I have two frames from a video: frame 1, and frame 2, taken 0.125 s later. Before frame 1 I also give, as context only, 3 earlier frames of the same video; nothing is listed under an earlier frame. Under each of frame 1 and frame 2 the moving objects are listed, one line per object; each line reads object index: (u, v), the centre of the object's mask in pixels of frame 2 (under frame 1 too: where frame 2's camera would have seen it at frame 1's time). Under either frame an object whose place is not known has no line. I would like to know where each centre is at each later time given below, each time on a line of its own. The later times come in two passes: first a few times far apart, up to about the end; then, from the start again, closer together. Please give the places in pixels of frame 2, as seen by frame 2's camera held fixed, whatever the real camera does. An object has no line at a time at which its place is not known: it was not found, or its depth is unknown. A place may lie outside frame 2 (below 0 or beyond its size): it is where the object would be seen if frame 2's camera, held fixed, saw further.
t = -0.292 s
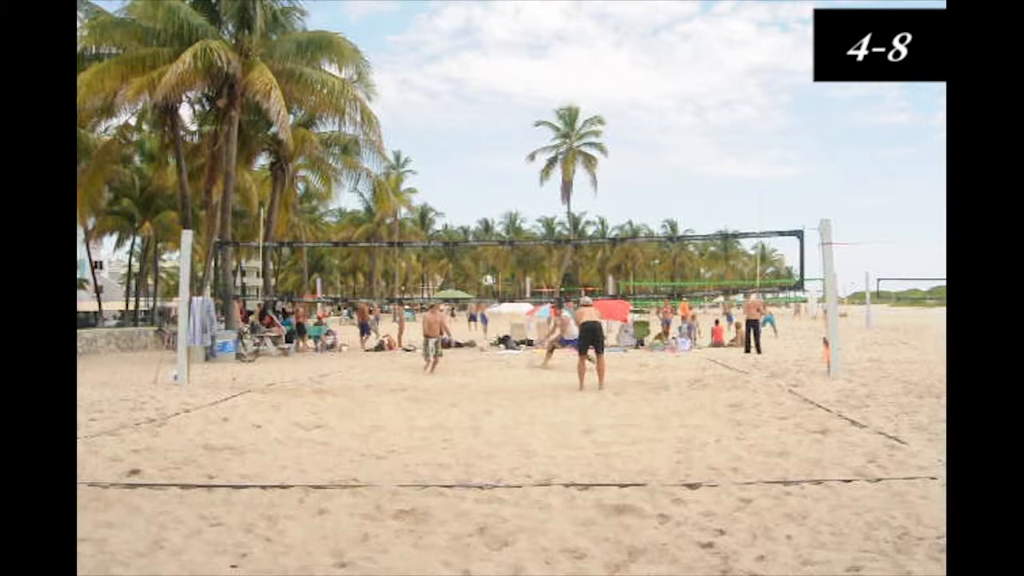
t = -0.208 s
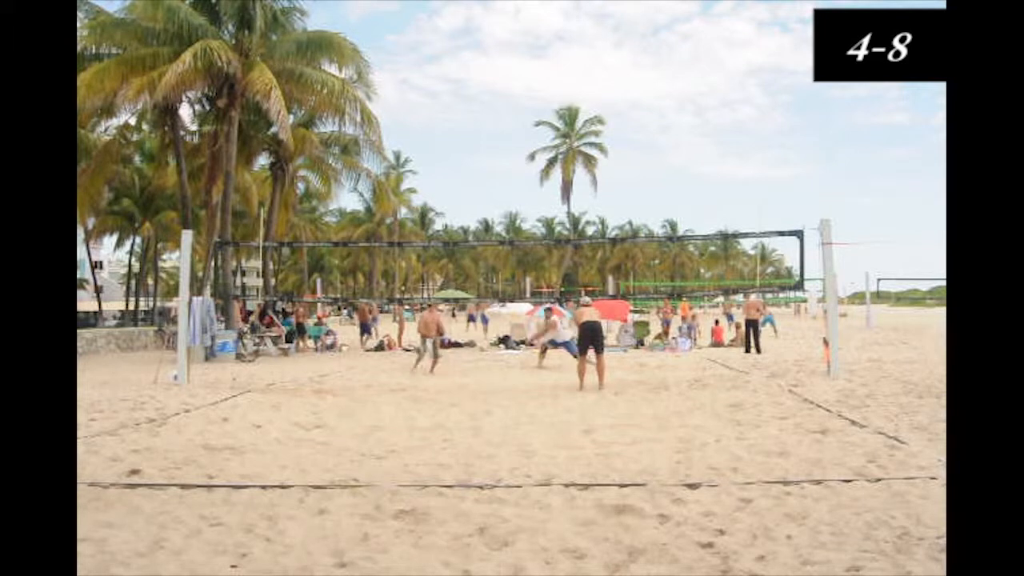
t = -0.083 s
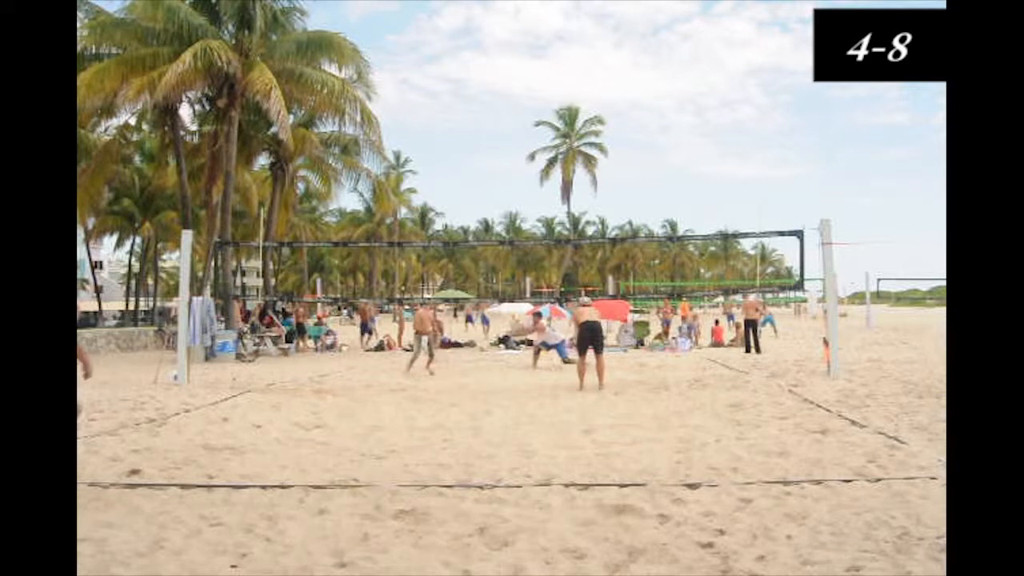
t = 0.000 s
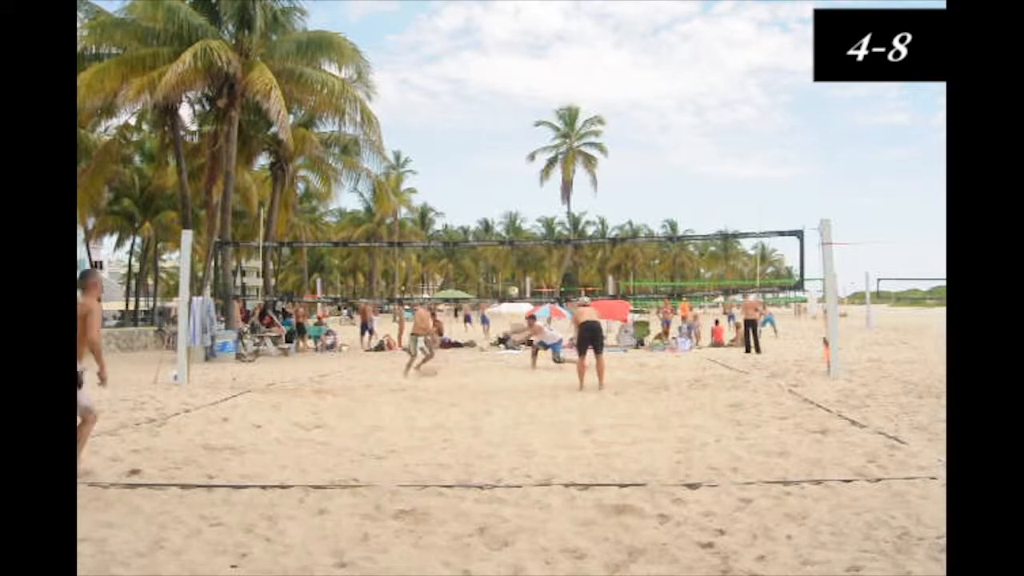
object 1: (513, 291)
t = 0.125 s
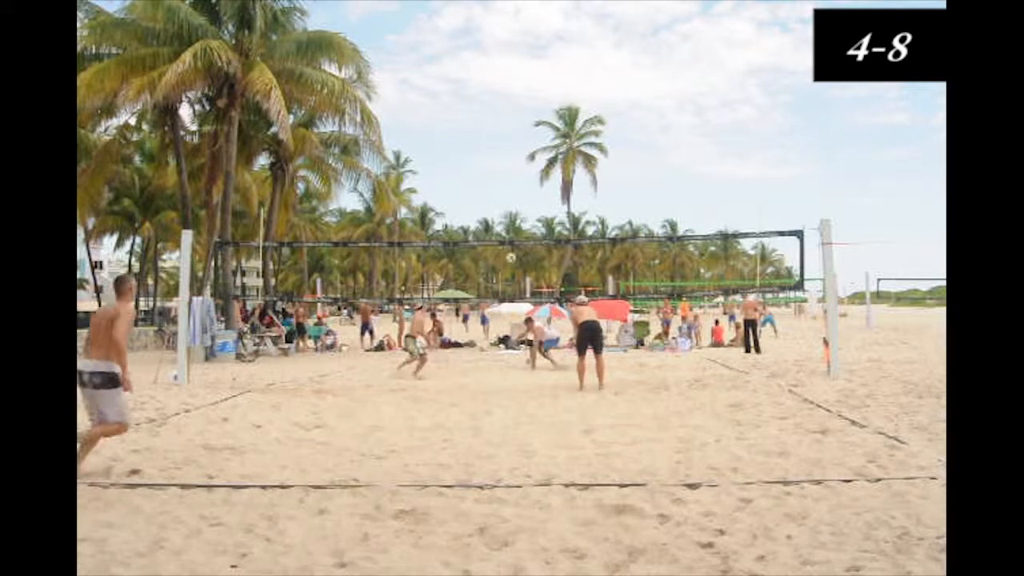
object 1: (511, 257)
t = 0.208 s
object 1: (508, 236)
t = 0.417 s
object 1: (503, 203)
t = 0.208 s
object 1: (508, 236)
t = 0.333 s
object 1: (503, 216)
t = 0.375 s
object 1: (504, 209)
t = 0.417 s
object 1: (503, 203)
